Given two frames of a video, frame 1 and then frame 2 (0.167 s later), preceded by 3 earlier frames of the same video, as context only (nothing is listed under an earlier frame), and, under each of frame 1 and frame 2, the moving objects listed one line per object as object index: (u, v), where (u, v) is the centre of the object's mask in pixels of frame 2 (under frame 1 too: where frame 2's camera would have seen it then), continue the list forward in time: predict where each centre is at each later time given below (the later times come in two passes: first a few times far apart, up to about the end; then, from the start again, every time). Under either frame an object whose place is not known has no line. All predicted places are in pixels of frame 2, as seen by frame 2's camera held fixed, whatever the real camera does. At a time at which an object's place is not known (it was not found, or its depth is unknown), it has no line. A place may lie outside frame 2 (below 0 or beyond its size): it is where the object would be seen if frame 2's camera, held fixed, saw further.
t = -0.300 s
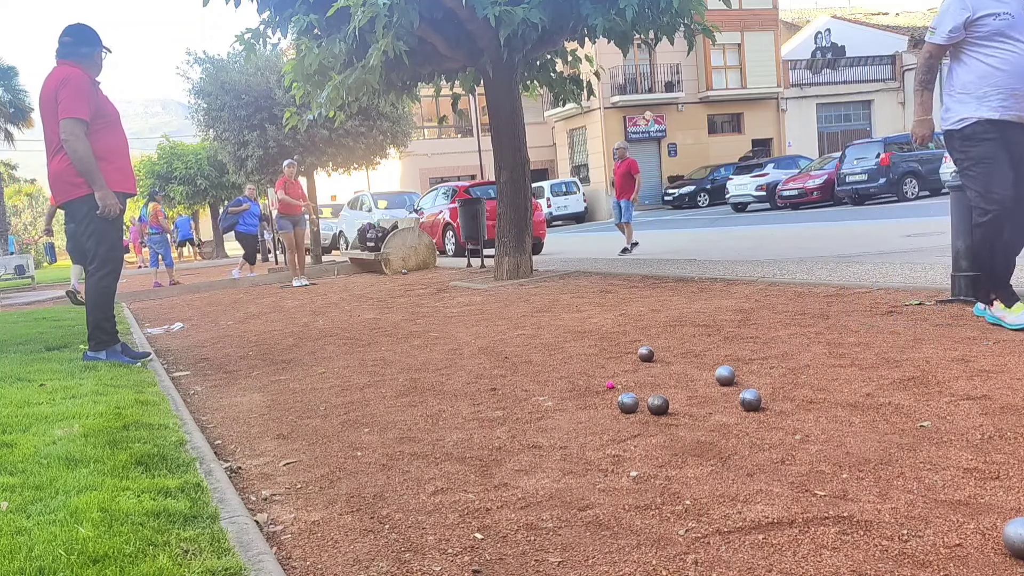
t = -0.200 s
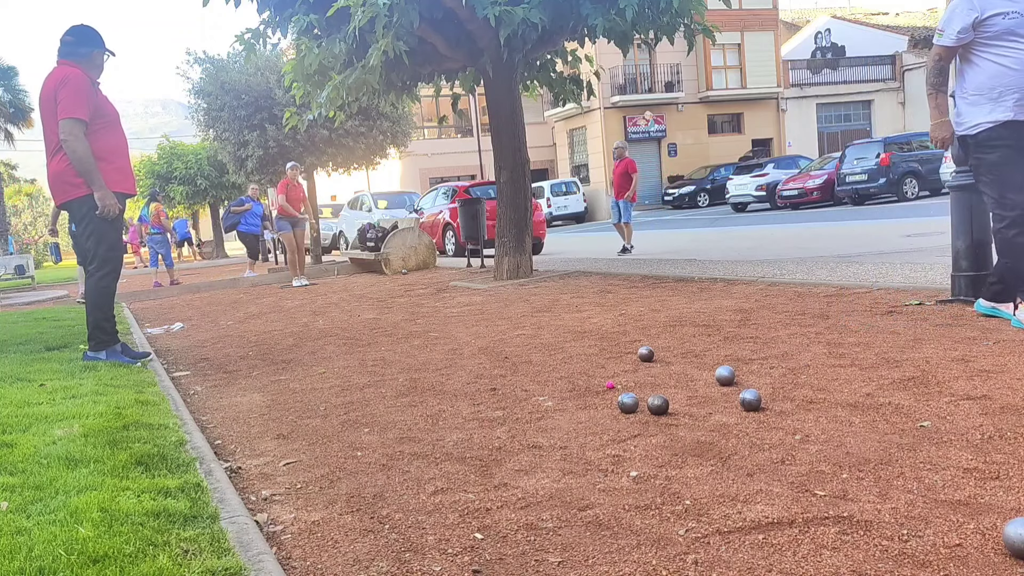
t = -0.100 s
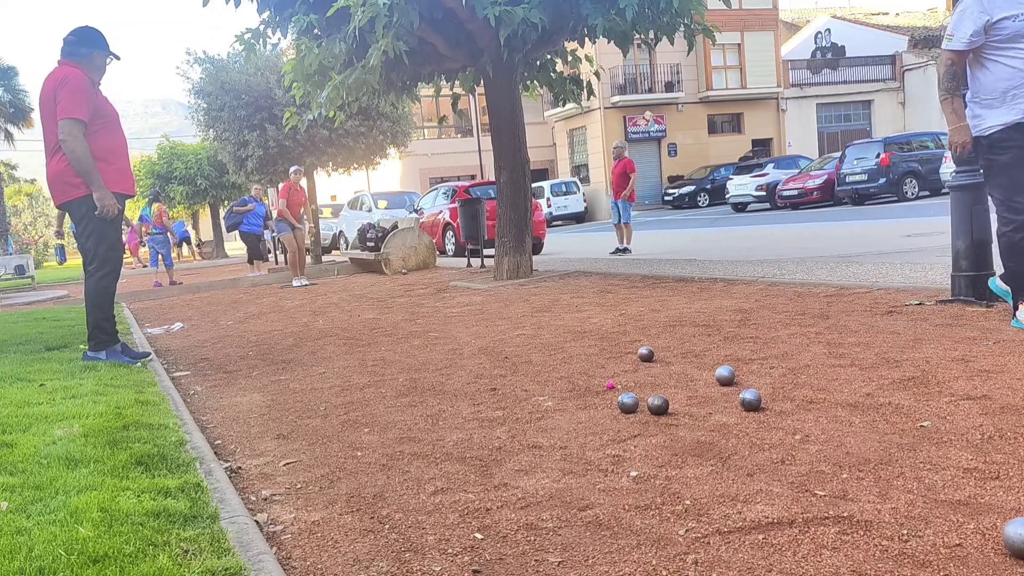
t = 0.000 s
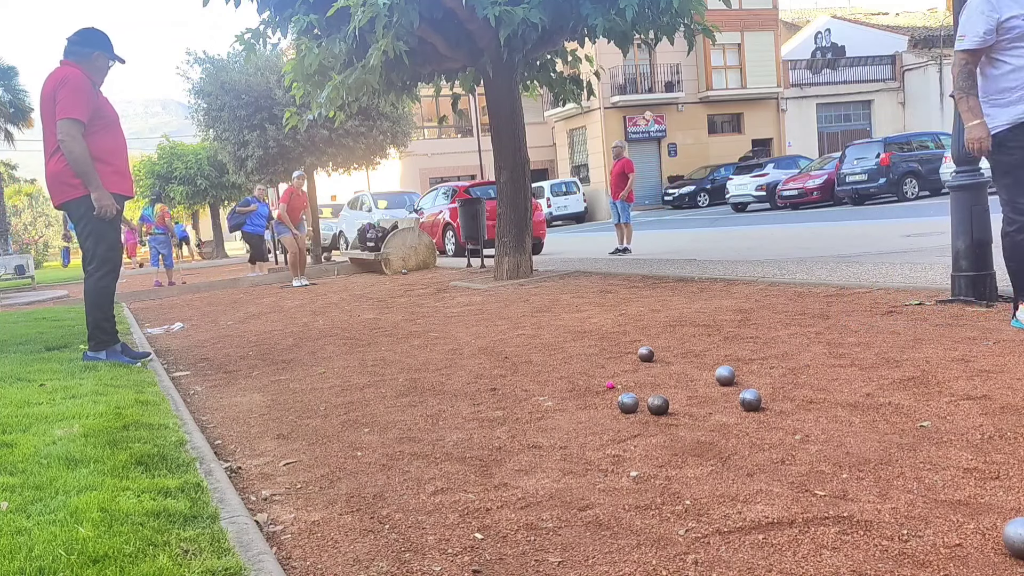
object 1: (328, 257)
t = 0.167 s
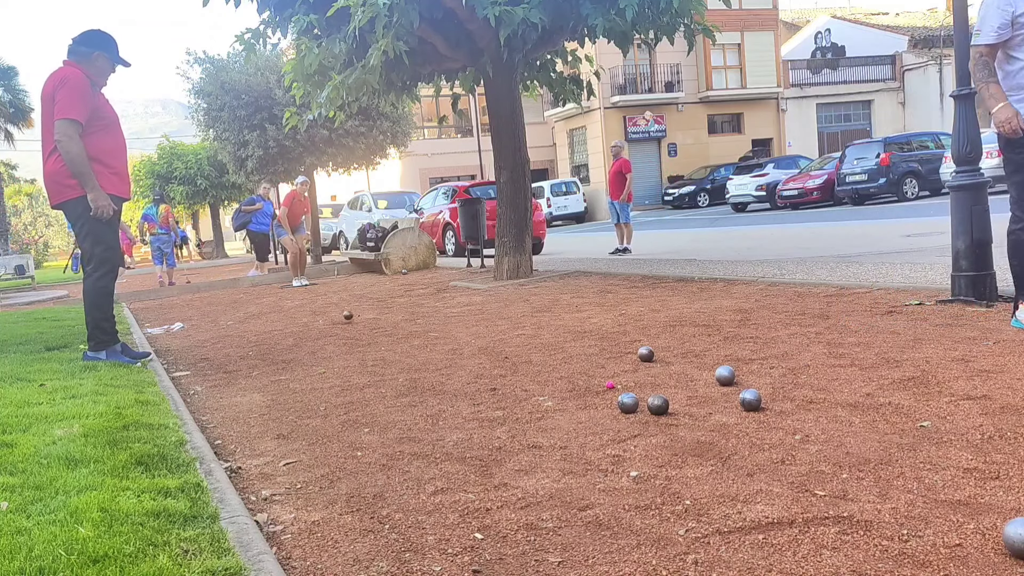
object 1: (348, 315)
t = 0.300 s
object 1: (362, 324)
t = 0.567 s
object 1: (390, 331)
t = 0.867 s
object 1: (427, 341)
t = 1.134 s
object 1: (458, 347)
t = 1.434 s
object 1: (494, 355)
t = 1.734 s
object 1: (531, 364)
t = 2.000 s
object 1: (558, 370)
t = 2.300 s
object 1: (583, 376)
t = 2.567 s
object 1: (601, 379)
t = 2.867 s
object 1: (613, 380)
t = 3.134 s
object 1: (613, 380)
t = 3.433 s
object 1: (613, 380)
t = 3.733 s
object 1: (613, 380)
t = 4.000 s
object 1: (613, 380)
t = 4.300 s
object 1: (613, 380)
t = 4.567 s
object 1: (613, 380)
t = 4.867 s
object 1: (613, 380)
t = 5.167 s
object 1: (613, 380)
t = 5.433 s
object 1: (613, 380)
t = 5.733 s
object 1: (613, 380)
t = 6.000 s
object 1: (613, 380)
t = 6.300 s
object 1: (613, 380)
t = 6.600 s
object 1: (613, 380)
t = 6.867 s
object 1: (613, 380)
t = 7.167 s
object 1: (613, 380)
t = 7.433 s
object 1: (613, 380)
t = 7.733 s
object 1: (613, 380)
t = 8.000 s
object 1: (613, 380)
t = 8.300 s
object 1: (613, 380)
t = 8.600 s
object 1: (613, 380)
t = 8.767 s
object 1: (613, 380)
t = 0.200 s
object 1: (351, 316)
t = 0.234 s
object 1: (357, 319)
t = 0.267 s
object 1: (361, 324)
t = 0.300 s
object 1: (362, 324)
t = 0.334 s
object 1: (365, 324)
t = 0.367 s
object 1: (370, 325)
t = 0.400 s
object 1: (372, 327)
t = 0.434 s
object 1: (375, 328)
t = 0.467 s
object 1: (379, 329)
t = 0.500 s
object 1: (382, 331)
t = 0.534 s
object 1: (387, 331)
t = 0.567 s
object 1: (390, 331)
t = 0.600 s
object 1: (392, 331)
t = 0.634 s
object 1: (396, 334)
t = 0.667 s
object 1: (401, 335)
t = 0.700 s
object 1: (403, 336)
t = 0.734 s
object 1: (407, 337)
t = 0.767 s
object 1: (411, 338)
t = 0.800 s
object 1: (416, 340)
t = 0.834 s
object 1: (422, 339)
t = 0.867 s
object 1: (427, 341)
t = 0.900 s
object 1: (429, 342)
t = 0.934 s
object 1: (433, 342)
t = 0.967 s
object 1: (437, 343)
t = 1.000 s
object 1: (442, 346)
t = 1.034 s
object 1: (448, 345)
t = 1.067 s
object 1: (452, 347)
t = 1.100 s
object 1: (454, 346)
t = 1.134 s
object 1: (458, 347)
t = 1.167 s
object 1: (464, 349)
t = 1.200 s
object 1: (466, 349)
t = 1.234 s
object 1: (472, 351)
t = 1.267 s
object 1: (476, 352)
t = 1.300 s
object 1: (478, 352)
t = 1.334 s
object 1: (484, 353)
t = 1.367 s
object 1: (486, 354)
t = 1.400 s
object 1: (490, 354)
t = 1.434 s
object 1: (494, 355)
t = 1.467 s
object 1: (498, 356)
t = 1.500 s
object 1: (502, 357)
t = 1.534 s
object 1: (506, 358)
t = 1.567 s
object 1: (512, 359)
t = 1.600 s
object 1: (513, 359)
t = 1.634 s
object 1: (519, 361)
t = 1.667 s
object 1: (523, 362)
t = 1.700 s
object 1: (525, 362)
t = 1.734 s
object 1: (531, 364)
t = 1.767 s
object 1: (534, 364)
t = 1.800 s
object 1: (536, 365)
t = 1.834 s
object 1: (542, 366)
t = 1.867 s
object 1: (546, 367)
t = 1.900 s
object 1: (547, 367)
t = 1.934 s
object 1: (553, 368)
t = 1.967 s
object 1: (554, 368)
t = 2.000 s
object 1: (558, 370)
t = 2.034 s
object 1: (562, 371)
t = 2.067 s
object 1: (564, 371)
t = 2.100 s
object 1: (567, 372)
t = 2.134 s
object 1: (569, 372)
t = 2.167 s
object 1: (573, 373)
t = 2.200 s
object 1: (574, 374)
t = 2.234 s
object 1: (578, 375)
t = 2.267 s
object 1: (581, 375)
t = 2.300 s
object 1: (583, 376)
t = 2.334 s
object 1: (586, 377)
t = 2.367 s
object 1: (589, 377)
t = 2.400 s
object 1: (590, 377)
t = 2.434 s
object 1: (593, 379)
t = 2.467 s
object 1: (596, 379)
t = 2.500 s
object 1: (598, 379)
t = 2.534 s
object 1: (599, 379)
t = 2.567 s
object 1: (601, 379)
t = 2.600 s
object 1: (603, 380)
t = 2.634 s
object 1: (605, 380)
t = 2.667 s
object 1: (607, 380)
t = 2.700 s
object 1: (607, 380)
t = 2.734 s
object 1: (609, 380)
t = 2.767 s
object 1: (610, 381)
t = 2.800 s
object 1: (611, 380)
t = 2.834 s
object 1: (612, 380)
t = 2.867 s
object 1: (613, 380)
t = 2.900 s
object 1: (613, 380)
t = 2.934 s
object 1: (613, 380)
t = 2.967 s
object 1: (613, 380)
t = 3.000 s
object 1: (613, 380)
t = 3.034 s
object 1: (613, 380)
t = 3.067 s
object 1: (613, 380)
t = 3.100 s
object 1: (613, 380)
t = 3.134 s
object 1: (613, 380)
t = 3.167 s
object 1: (613, 380)
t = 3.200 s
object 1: (613, 380)
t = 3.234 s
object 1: (613, 380)
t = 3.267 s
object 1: (613, 380)
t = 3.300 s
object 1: (613, 380)
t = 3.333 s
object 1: (613, 380)
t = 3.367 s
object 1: (613, 380)
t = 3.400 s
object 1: (613, 380)
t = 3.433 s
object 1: (613, 380)
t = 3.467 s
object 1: (613, 380)
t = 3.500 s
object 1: (613, 380)
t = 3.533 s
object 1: (613, 380)
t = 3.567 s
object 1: (613, 380)
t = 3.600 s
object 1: (613, 380)
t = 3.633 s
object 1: (613, 380)
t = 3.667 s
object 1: (613, 380)
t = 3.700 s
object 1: (613, 380)
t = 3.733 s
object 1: (613, 380)
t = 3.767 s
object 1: (613, 380)
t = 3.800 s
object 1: (613, 380)
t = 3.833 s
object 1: (613, 380)
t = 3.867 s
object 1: (613, 380)
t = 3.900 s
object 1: (613, 380)
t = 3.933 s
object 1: (613, 380)
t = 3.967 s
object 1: (613, 380)
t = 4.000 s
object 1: (613, 380)
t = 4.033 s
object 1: (613, 380)
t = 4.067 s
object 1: (613, 380)
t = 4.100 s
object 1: (613, 380)
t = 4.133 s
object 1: (613, 380)
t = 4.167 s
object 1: (613, 380)
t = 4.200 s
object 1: (613, 380)
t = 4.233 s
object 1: (613, 380)
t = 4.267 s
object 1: (613, 380)
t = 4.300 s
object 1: (613, 380)
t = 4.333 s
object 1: (613, 380)
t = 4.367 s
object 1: (613, 380)
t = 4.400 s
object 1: (613, 380)
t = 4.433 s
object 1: (613, 380)
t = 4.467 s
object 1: (613, 380)
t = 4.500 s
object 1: (613, 380)
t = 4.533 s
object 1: (613, 380)
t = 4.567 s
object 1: (613, 380)
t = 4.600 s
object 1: (613, 380)
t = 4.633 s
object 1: (613, 380)
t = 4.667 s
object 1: (613, 380)
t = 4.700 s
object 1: (613, 380)
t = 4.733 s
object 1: (613, 380)
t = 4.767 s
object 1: (613, 380)
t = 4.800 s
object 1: (613, 380)
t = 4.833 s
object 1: (613, 380)
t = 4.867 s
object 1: (613, 380)
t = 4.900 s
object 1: (613, 380)
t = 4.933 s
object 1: (613, 380)
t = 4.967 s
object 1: (613, 380)
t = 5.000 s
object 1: (613, 380)
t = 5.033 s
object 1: (613, 380)
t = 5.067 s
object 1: (613, 380)
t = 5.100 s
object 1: (613, 380)
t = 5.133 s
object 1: (613, 380)
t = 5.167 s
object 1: (613, 380)
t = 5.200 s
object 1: (613, 380)
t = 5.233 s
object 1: (613, 380)
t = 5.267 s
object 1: (613, 380)
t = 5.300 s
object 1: (613, 380)
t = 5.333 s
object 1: (613, 380)
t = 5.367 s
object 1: (613, 380)
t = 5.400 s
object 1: (613, 380)
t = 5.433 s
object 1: (613, 380)
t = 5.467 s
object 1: (613, 380)
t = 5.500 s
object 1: (613, 380)
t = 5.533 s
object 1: (613, 380)
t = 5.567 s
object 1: (613, 380)
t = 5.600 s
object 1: (613, 380)
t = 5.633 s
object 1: (613, 380)
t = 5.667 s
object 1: (613, 380)
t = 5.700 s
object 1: (613, 380)
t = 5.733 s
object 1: (613, 380)
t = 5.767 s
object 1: (613, 380)
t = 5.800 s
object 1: (613, 380)
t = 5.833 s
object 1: (613, 380)
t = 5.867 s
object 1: (613, 380)
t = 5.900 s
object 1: (613, 380)
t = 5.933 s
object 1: (613, 380)
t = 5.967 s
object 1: (613, 380)
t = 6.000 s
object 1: (613, 380)
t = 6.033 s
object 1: (613, 380)
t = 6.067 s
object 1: (613, 380)
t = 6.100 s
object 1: (613, 380)
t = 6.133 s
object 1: (613, 380)
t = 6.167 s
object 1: (613, 380)
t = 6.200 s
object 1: (613, 380)
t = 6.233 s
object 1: (613, 380)
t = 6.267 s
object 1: (613, 380)
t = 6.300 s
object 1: (613, 380)
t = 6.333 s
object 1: (613, 380)
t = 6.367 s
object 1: (613, 380)
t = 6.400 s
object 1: (613, 380)
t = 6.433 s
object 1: (613, 380)
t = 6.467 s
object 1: (613, 380)
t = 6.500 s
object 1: (613, 380)
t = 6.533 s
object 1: (613, 380)
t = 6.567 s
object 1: (613, 380)
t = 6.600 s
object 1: (613, 380)
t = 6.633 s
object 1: (613, 380)
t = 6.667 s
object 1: (613, 380)
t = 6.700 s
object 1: (613, 380)
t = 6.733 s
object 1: (613, 380)
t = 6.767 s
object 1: (613, 380)
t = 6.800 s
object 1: (613, 380)
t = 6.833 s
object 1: (613, 380)
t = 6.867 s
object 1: (613, 380)
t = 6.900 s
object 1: (613, 380)
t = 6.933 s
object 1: (613, 380)
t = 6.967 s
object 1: (613, 380)
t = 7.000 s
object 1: (613, 380)
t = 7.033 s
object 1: (613, 380)
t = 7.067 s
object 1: (613, 380)
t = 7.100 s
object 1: (613, 380)
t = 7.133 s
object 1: (613, 380)
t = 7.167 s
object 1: (613, 380)
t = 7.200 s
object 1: (613, 380)
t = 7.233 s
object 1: (613, 380)
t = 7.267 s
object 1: (613, 380)
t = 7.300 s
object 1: (613, 380)
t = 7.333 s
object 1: (613, 380)
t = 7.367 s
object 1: (613, 380)
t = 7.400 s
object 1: (613, 380)
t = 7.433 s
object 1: (613, 380)
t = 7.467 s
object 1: (613, 380)
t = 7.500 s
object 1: (613, 380)
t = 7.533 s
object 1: (613, 380)
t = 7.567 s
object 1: (613, 380)
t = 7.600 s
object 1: (613, 380)
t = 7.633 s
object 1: (613, 380)
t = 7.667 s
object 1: (613, 380)
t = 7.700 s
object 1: (613, 380)
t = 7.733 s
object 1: (613, 380)
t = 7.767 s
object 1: (613, 380)
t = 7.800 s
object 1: (613, 380)
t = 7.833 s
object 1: (613, 380)
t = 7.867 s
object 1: (613, 380)
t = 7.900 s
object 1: (613, 380)
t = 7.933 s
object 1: (613, 380)
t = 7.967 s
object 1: (613, 380)
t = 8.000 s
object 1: (613, 380)
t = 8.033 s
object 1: (613, 380)
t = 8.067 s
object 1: (613, 380)
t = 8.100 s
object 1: (613, 380)
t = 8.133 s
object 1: (613, 380)
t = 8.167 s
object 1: (613, 380)
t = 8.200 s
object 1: (613, 380)
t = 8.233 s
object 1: (613, 380)
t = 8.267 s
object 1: (613, 380)
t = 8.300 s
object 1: (613, 380)
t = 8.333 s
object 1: (613, 380)
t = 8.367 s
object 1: (613, 380)
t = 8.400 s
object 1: (613, 380)
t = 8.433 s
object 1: (613, 380)
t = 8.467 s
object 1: (613, 380)
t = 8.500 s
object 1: (613, 380)
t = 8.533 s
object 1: (613, 380)
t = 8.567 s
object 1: (613, 380)
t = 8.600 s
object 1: (613, 380)
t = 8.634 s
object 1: (613, 380)
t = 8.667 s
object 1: (613, 380)
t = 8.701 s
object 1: (613, 380)
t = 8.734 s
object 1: (613, 380)
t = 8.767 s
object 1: (613, 380)
